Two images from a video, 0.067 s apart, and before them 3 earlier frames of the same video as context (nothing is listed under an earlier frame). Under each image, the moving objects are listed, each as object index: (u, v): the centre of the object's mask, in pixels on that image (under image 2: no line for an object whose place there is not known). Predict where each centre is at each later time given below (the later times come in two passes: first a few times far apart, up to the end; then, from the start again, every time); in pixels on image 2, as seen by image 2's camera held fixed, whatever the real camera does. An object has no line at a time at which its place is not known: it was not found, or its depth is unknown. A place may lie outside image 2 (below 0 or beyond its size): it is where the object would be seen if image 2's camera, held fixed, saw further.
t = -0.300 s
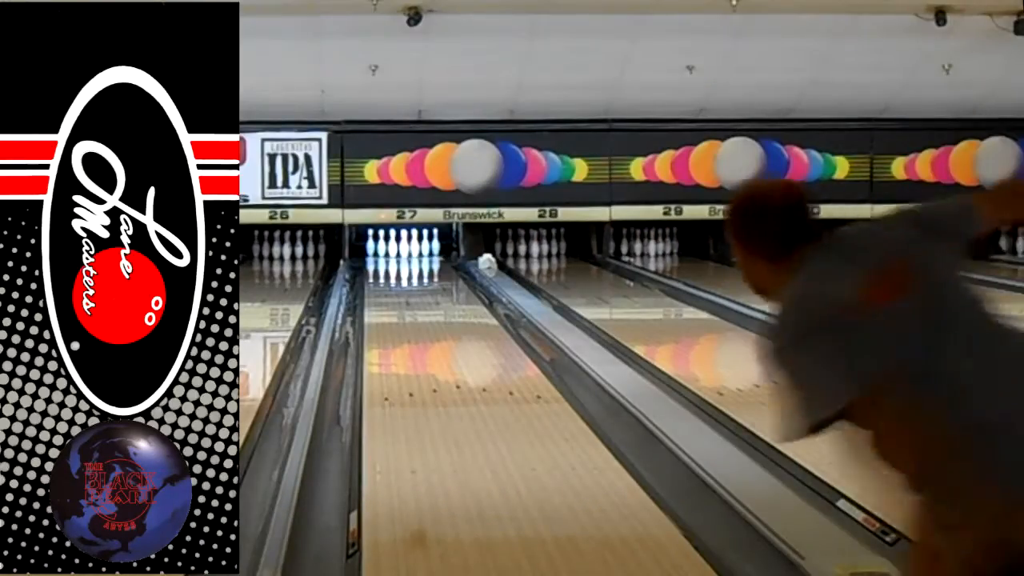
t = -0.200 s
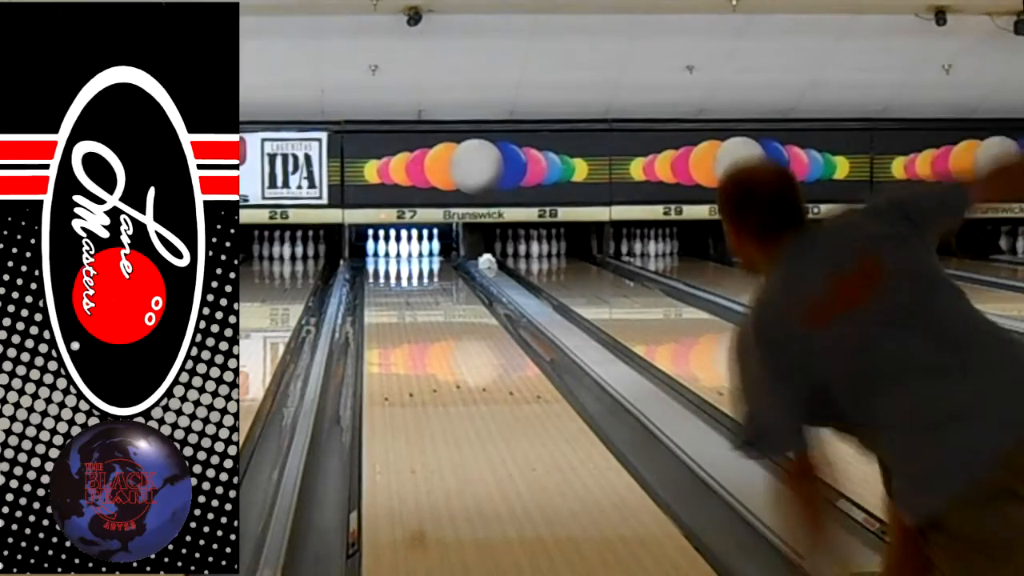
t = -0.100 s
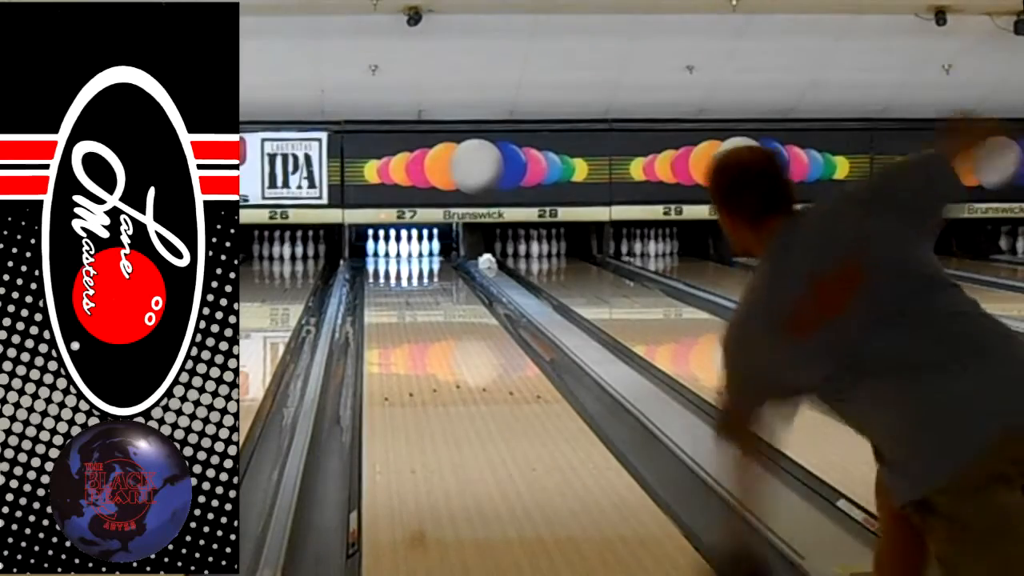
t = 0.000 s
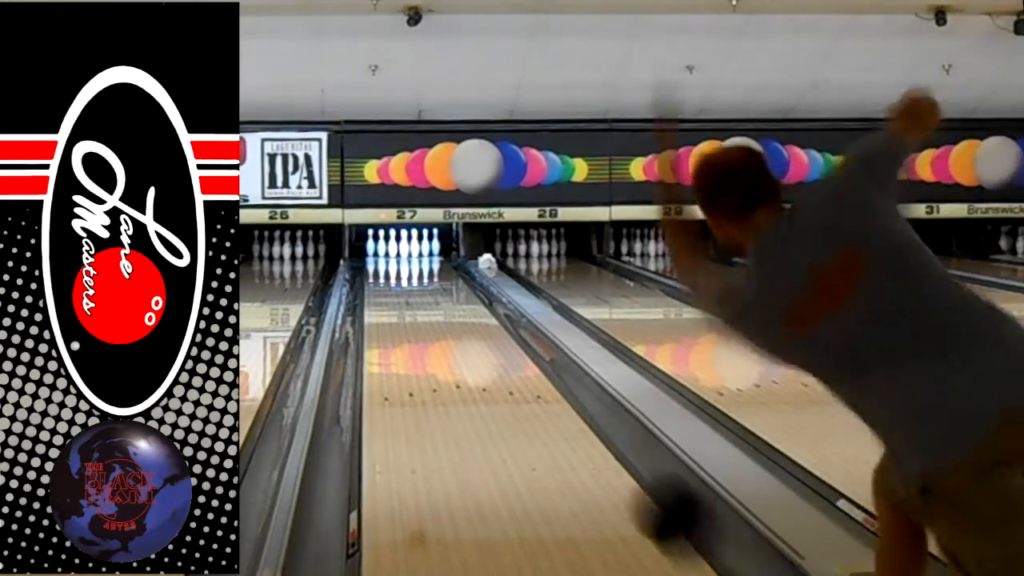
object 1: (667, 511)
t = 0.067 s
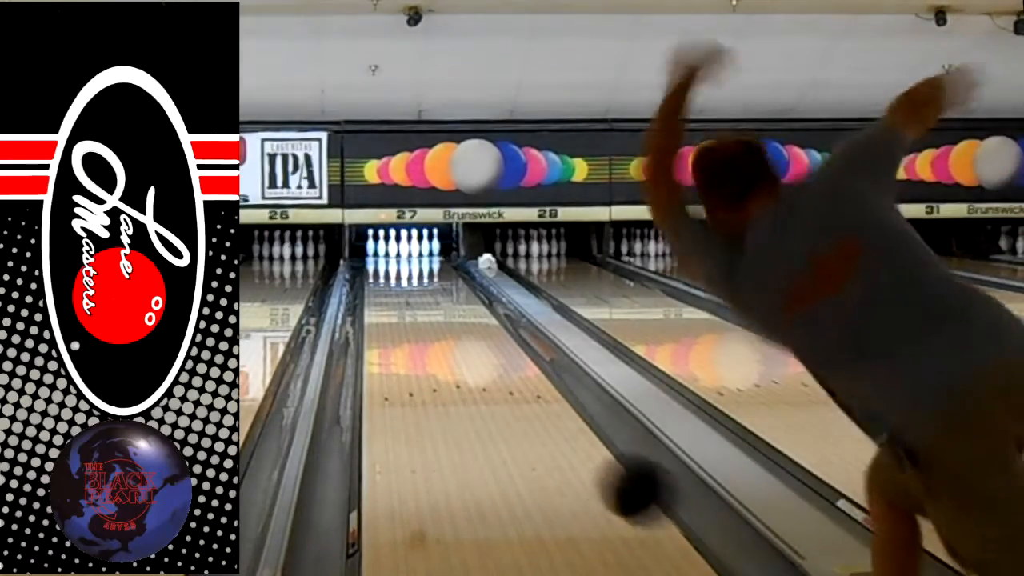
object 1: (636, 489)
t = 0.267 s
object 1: (556, 444)
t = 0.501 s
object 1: (498, 389)
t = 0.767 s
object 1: (456, 348)
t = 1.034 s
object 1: (429, 321)
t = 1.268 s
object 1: (410, 303)
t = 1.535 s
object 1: (395, 288)
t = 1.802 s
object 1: (386, 274)
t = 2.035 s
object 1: (383, 267)
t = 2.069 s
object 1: (383, 266)
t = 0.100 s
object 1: (620, 482)
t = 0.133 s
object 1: (605, 479)
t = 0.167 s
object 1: (592, 477)
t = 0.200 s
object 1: (579, 467)
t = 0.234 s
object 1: (567, 453)
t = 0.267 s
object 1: (556, 444)
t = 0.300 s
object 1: (546, 436)
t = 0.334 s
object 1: (537, 426)
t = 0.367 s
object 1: (528, 418)
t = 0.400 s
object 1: (520, 410)
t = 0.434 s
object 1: (512, 403)
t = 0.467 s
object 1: (505, 396)
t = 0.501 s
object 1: (498, 389)
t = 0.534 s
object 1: (493, 383)
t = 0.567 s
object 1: (487, 377)
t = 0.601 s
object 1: (481, 372)
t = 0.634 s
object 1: (476, 366)
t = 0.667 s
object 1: (470, 361)
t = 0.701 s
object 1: (466, 357)
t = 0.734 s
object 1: (460, 352)
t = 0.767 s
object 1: (456, 348)
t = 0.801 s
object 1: (453, 344)
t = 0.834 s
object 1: (449, 340)
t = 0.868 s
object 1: (445, 337)
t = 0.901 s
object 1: (441, 334)
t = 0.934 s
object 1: (438, 330)
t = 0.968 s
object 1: (435, 327)
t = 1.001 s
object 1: (432, 324)
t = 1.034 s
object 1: (429, 321)
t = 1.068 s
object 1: (426, 317)
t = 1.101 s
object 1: (423, 315)
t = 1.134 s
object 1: (420, 312)
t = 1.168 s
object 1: (418, 309)
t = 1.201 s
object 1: (415, 307)
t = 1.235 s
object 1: (413, 305)
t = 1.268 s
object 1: (410, 303)
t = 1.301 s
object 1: (408, 301)
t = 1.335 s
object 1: (406, 299)
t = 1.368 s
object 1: (405, 297)
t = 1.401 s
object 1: (403, 295)
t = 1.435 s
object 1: (401, 293)
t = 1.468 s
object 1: (399, 291)
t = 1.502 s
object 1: (397, 289)
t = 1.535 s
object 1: (395, 288)
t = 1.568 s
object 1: (394, 286)
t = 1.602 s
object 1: (393, 284)
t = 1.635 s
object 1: (391, 281)
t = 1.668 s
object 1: (390, 280)
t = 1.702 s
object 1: (388, 279)
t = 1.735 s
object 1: (388, 277)
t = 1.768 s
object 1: (386, 276)
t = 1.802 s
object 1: (386, 274)
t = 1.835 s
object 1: (385, 273)
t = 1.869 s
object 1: (384, 272)
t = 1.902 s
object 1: (383, 271)
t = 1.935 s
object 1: (383, 270)
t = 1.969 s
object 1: (383, 269)
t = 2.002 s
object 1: (383, 267)
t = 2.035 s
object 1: (383, 267)
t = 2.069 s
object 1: (383, 266)
